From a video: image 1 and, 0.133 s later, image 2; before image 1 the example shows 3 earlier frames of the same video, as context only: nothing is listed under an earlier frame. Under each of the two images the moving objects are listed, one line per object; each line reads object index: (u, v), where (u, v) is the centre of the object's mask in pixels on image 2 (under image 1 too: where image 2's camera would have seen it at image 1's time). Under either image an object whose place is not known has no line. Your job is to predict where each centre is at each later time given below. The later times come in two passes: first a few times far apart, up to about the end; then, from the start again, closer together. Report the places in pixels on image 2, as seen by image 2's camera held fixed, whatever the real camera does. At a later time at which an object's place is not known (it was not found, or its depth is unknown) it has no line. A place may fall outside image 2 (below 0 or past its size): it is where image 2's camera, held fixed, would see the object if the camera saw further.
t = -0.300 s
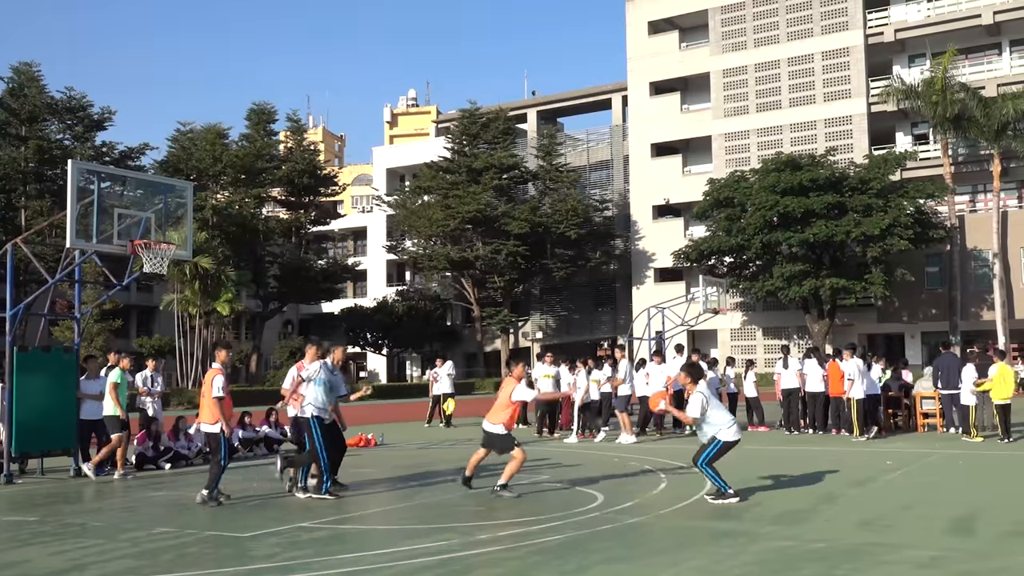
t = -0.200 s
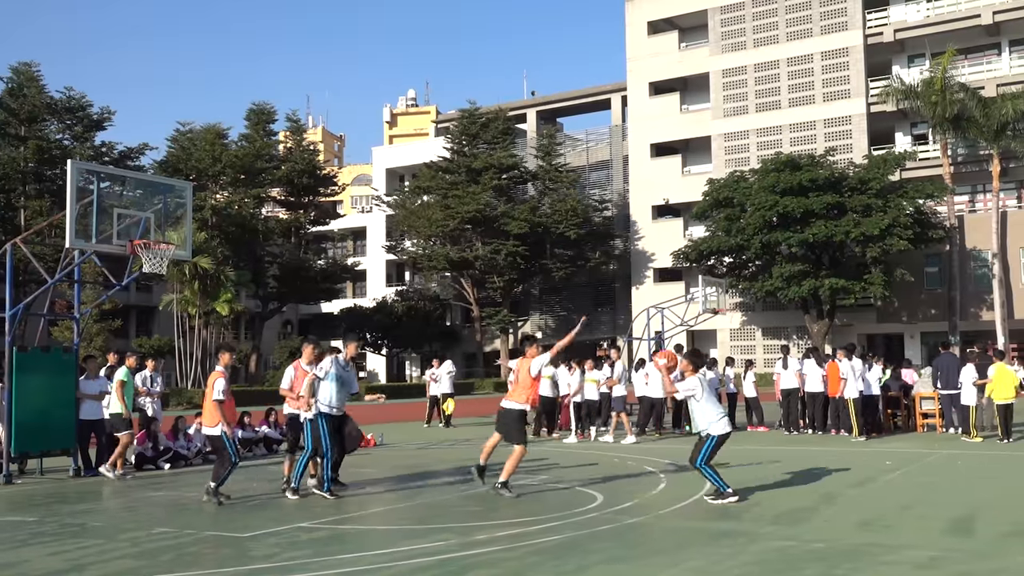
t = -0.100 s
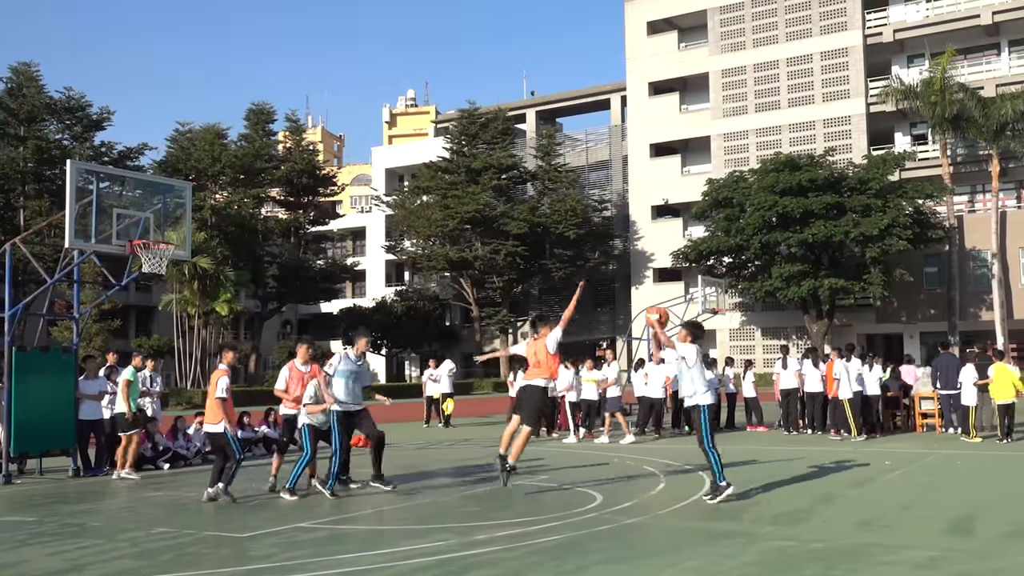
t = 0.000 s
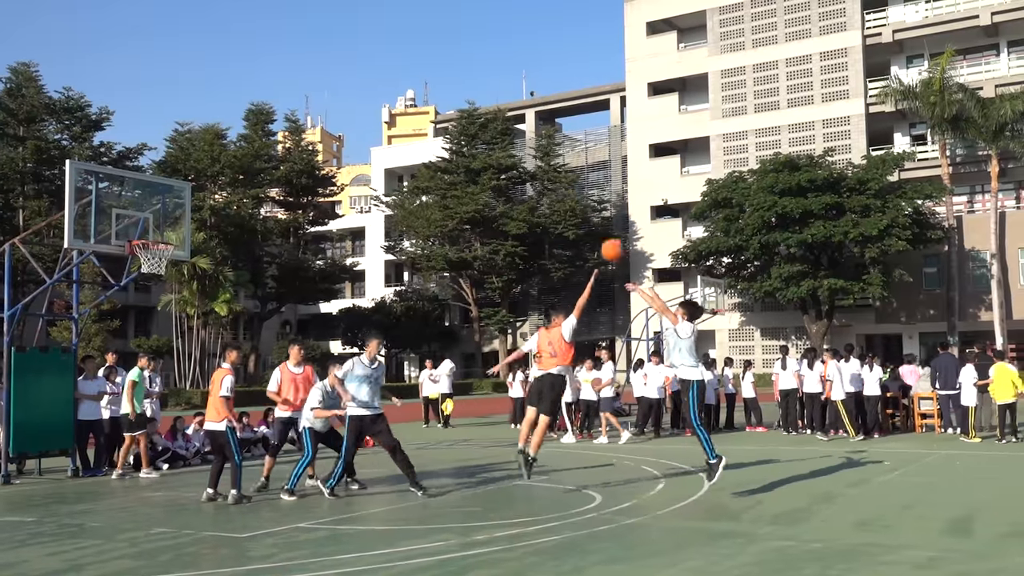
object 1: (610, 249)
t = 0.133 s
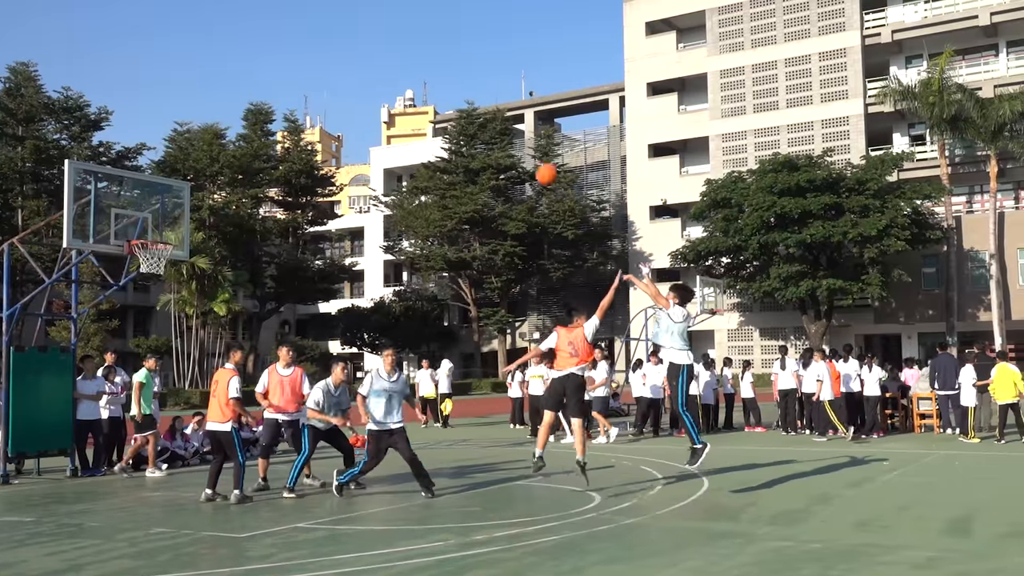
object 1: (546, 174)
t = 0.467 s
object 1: (402, 71)
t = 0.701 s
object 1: (312, 62)
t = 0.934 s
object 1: (232, 98)
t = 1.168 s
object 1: (159, 171)
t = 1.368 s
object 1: (123, 220)
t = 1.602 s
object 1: (109, 170)
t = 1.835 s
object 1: (92, 159)
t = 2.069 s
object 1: (73, 200)
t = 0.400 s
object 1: (429, 83)
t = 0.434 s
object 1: (416, 76)
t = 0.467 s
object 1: (402, 71)
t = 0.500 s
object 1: (389, 67)
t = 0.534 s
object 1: (375, 64)
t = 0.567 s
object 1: (362, 61)
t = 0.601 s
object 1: (350, 60)
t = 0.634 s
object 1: (337, 60)
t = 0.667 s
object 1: (325, 61)
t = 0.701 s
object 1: (312, 62)
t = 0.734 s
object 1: (300, 65)
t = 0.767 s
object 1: (289, 68)
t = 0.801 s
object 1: (277, 72)
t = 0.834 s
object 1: (266, 78)
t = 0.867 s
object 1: (255, 84)
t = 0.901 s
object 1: (243, 90)
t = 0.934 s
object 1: (232, 98)
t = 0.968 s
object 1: (221, 106)
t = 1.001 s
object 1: (210, 115)
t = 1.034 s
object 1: (201, 124)
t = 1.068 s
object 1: (188, 135)
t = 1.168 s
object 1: (159, 171)
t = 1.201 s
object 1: (148, 186)
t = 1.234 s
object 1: (138, 199)
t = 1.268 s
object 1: (128, 214)
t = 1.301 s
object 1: (122, 228)
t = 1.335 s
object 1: (124, 231)
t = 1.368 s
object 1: (123, 220)
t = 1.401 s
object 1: (122, 211)
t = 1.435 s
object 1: (120, 201)
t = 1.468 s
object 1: (117, 194)
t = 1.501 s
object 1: (116, 187)
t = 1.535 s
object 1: (114, 181)
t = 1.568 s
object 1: (110, 174)
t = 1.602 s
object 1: (109, 170)
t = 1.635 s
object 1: (106, 165)
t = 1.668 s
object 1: (104, 163)
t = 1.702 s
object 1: (102, 160)
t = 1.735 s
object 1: (100, 159)
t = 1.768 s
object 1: (97, 158)
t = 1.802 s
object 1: (94, 159)
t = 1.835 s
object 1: (92, 159)
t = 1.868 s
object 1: (89, 163)
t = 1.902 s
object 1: (86, 166)
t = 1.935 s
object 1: (84, 171)
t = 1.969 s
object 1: (79, 176)
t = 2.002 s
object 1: (77, 182)
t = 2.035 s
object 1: (75, 191)
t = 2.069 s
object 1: (73, 200)
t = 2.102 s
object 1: (68, 211)
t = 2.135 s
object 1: (65, 223)
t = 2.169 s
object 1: (62, 237)
